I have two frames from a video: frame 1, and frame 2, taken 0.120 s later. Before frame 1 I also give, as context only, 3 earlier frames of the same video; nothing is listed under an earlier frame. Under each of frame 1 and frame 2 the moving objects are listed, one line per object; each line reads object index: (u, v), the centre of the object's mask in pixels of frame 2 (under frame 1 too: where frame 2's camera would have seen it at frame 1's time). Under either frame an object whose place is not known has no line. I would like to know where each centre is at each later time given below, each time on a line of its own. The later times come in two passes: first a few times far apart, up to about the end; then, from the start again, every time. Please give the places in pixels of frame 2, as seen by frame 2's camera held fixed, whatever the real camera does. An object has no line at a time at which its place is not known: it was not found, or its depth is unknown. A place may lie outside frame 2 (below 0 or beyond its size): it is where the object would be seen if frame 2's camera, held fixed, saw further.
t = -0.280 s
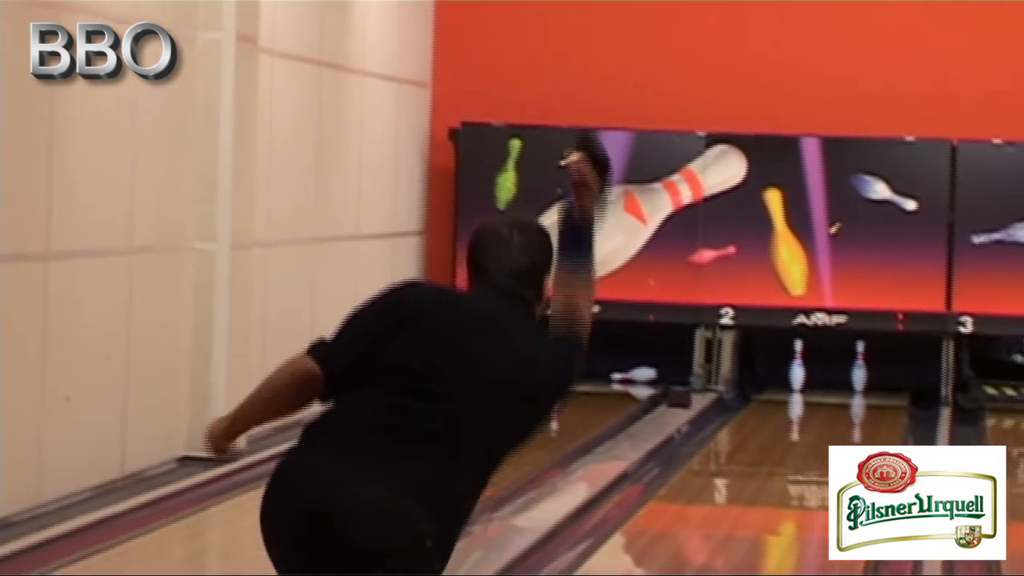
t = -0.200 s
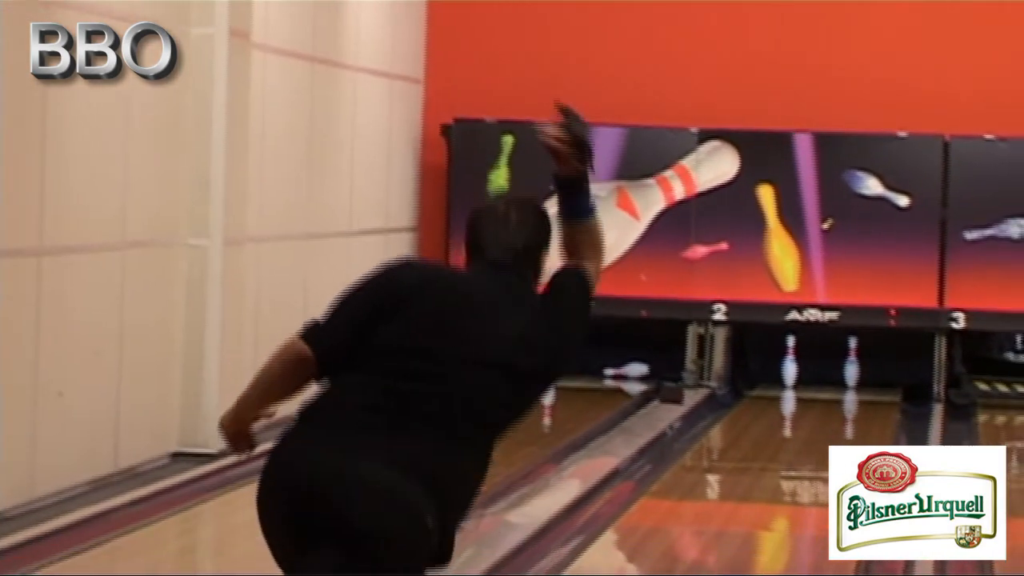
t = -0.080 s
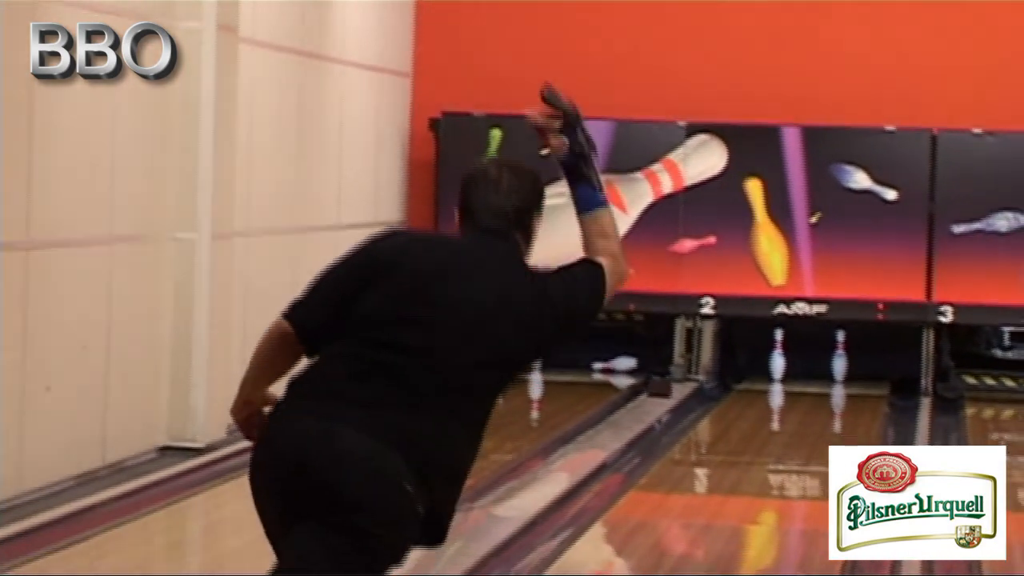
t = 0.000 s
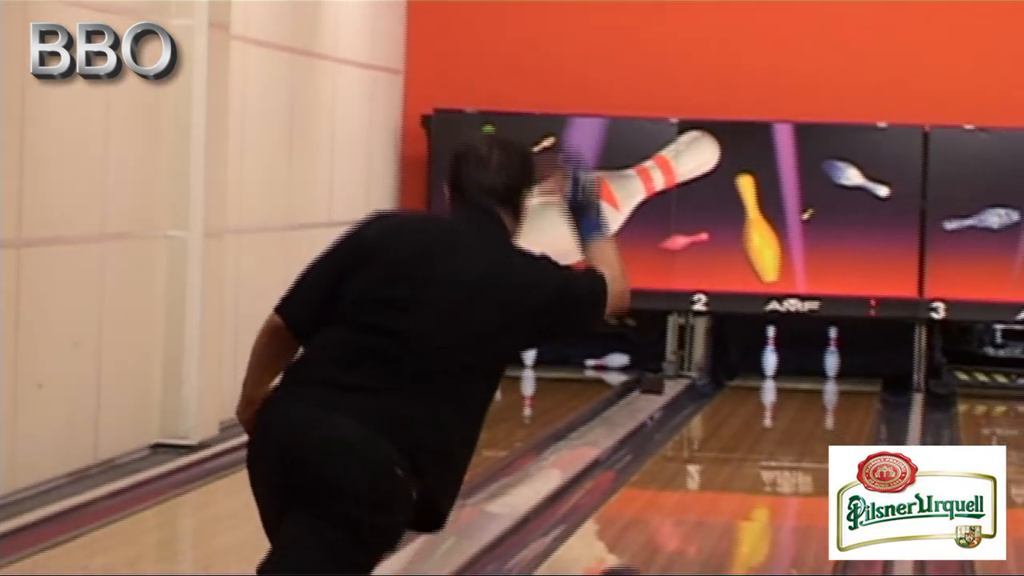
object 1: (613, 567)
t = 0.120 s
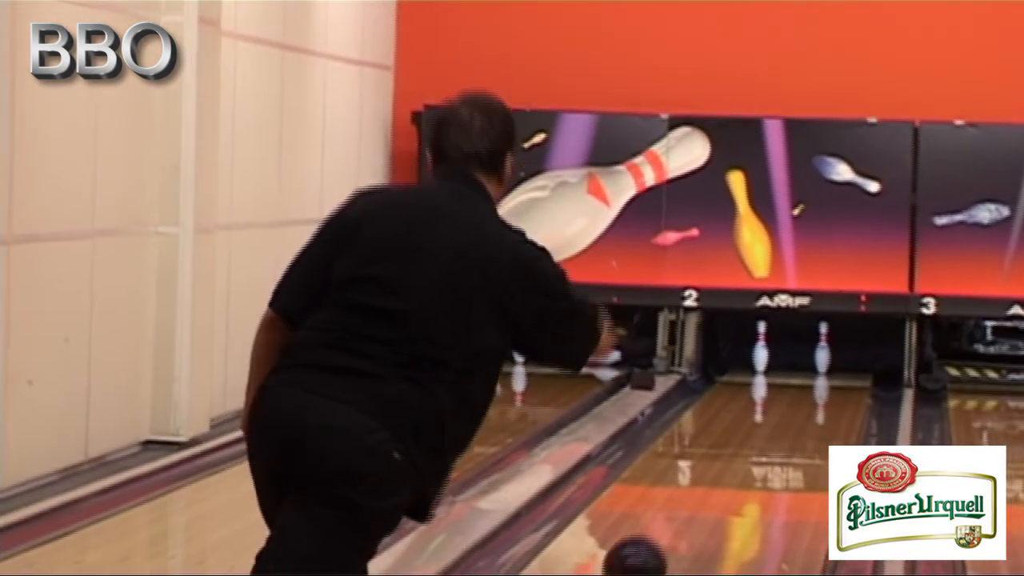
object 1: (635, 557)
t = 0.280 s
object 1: (662, 535)
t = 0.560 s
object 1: (700, 489)
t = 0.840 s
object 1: (726, 455)
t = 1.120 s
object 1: (747, 428)
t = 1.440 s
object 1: (764, 403)
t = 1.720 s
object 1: (770, 385)
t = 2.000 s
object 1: (767, 373)
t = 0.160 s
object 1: (642, 553)
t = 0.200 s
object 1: (648, 549)
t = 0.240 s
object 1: (654, 543)
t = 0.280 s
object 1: (662, 535)
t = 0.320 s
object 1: (668, 527)
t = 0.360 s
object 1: (674, 520)
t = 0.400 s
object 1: (679, 514)
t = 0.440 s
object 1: (685, 507)
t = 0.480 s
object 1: (690, 501)
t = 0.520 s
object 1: (695, 494)
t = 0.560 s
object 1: (700, 489)
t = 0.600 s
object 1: (704, 483)
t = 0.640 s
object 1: (708, 479)
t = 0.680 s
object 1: (712, 474)
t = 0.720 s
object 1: (715, 469)
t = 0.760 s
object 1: (719, 464)
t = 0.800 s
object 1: (723, 459)
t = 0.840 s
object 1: (726, 455)
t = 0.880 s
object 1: (730, 450)
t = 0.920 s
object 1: (733, 446)
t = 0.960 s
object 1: (736, 442)
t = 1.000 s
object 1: (739, 438)
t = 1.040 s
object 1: (742, 434)
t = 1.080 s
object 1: (745, 431)
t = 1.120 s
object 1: (747, 428)
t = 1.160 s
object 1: (750, 424)
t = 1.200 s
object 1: (752, 421)
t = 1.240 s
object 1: (754, 418)
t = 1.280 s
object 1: (757, 415)
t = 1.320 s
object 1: (759, 412)
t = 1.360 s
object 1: (761, 408)
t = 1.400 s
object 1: (762, 406)
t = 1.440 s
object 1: (764, 403)
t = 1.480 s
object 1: (765, 400)
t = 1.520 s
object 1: (766, 398)
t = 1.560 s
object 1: (768, 395)
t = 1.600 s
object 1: (768, 392)
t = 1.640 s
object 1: (769, 390)
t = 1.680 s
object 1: (770, 388)
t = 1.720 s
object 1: (770, 385)
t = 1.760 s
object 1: (770, 383)
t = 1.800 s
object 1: (770, 381)
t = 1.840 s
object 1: (770, 378)
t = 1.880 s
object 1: (769, 376)
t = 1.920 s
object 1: (769, 374)
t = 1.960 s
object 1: (769, 373)
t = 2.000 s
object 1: (767, 373)
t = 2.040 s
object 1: (767, 371)
